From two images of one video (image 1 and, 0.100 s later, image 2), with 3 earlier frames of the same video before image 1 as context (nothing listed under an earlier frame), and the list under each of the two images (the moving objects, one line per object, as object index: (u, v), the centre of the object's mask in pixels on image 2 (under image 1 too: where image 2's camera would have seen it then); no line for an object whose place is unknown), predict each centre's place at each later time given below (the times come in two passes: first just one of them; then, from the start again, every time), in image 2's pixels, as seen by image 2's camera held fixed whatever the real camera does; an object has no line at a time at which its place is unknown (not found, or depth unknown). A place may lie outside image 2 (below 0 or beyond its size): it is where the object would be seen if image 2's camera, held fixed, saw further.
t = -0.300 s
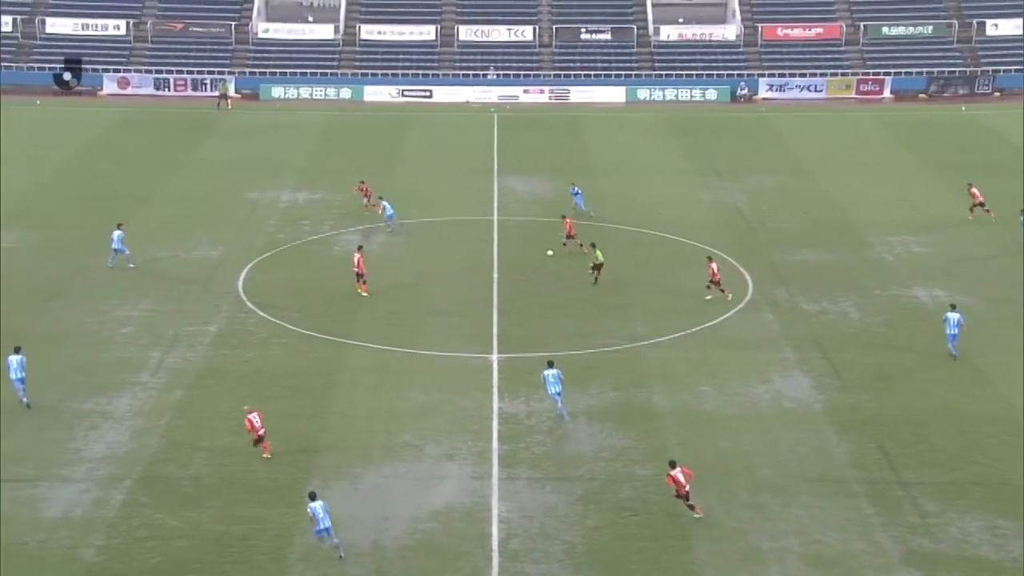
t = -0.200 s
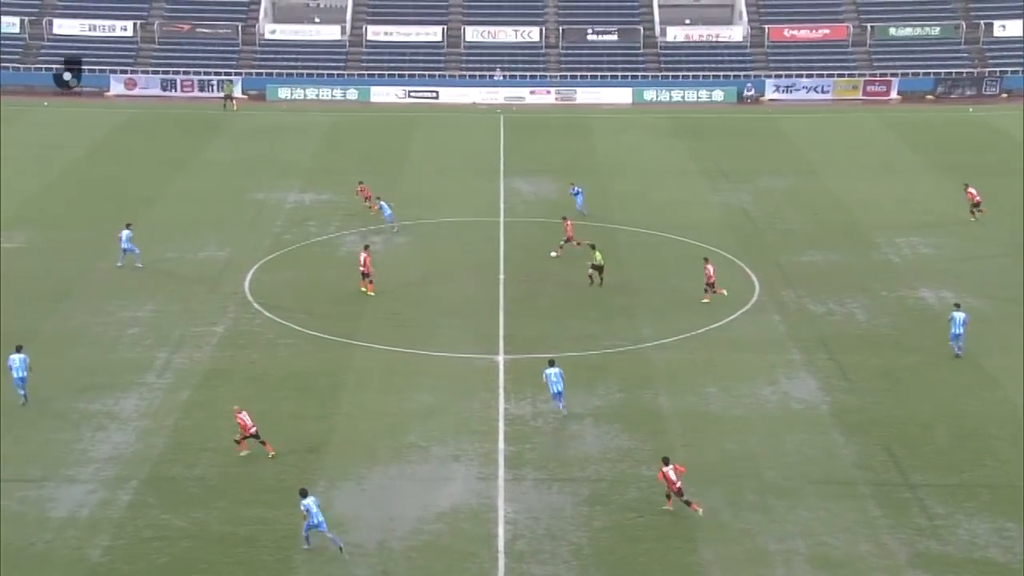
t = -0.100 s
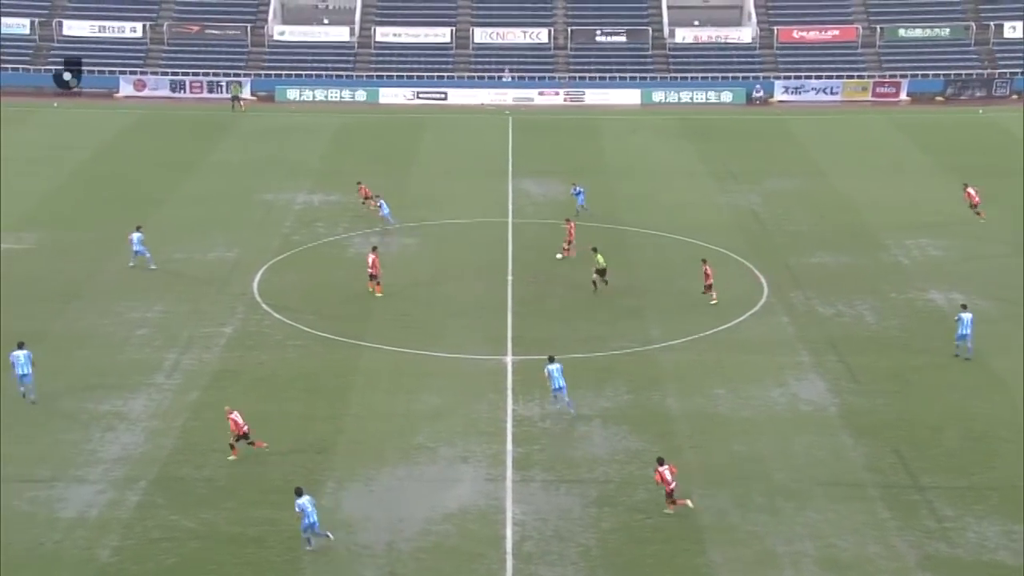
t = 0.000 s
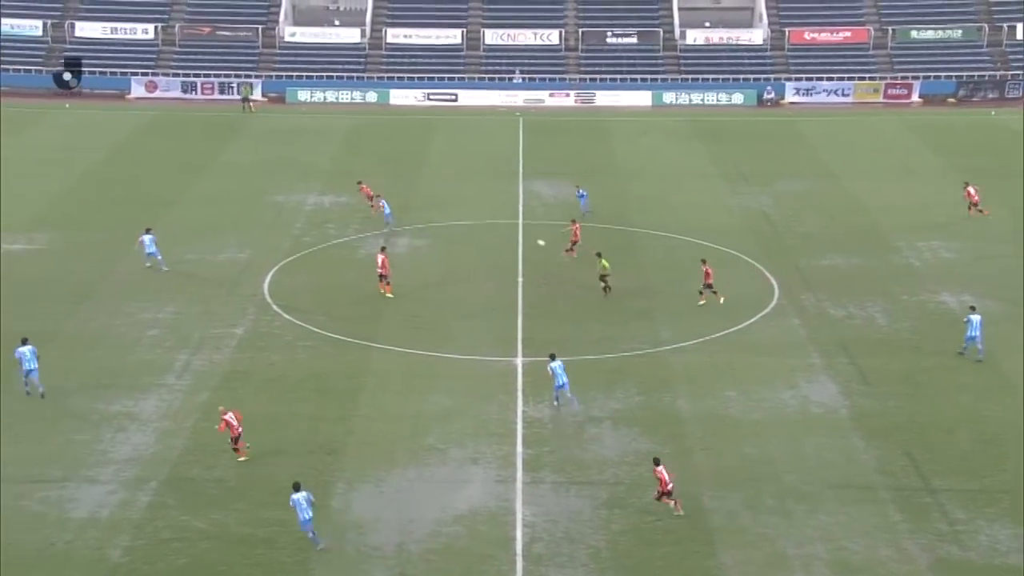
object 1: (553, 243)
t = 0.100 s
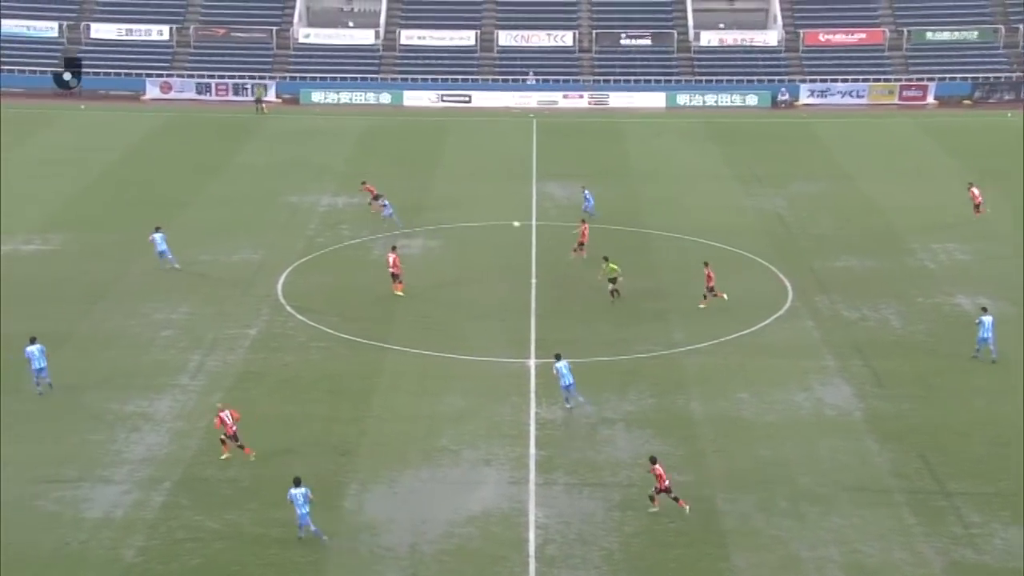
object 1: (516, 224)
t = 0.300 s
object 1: (450, 190)
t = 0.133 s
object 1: (504, 217)
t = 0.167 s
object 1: (493, 211)
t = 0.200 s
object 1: (481, 206)
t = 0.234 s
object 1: (470, 200)
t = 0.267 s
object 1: (460, 195)
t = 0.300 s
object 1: (450, 190)
